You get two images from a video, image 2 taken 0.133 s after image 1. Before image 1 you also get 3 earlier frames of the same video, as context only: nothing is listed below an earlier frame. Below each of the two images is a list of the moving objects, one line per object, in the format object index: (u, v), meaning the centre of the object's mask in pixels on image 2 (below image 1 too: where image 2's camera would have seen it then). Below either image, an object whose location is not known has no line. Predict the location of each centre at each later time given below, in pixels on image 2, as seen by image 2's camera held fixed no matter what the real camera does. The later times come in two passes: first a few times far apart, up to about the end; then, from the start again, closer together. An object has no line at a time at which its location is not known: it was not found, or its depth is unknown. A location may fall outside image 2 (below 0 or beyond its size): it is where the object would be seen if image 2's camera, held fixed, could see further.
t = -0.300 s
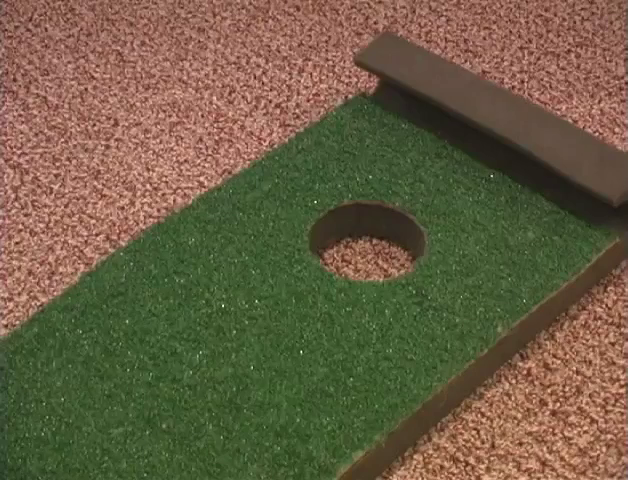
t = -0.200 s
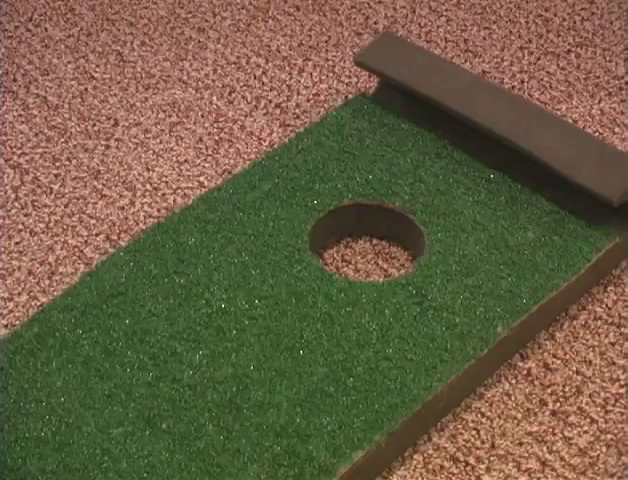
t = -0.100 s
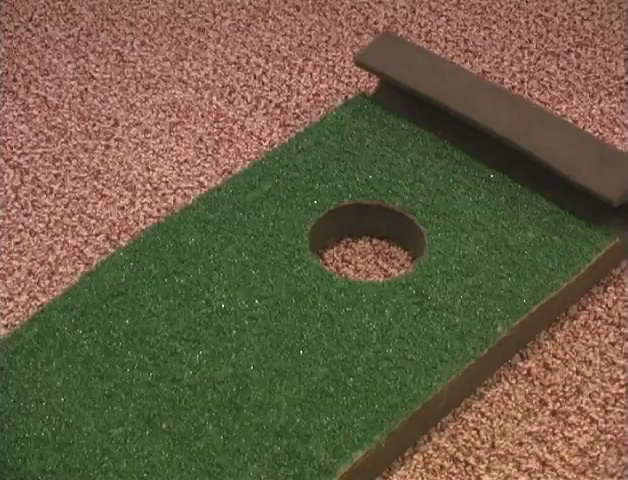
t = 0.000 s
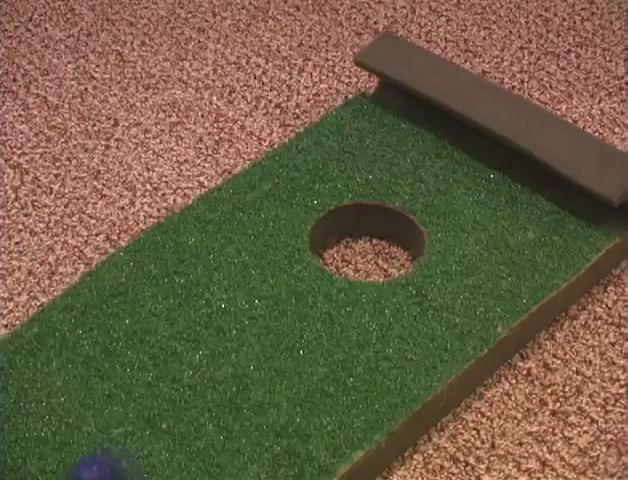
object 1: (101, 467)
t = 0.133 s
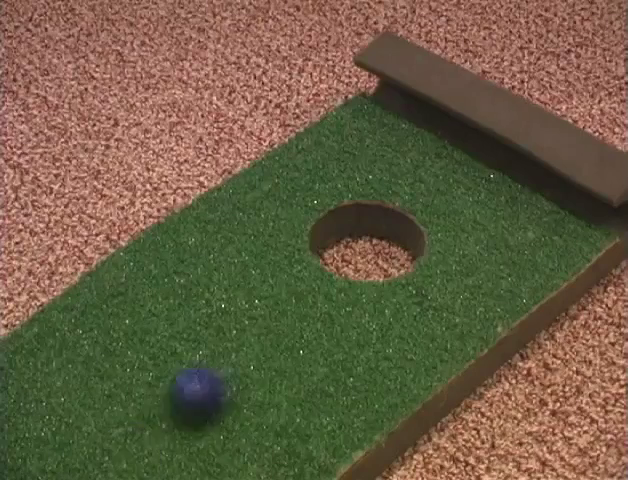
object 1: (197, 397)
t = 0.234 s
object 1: (249, 349)
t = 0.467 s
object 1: (335, 273)
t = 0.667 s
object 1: (391, 248)
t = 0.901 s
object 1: (356, 255)
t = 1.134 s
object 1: (336, 252)
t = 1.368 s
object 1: (337, 252)
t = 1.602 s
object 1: (337, 252)
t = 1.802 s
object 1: (337, 252)
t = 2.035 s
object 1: (337, 252)
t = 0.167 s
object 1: (217, 380)
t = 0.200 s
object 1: (233, 364)
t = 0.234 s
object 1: (249, 349)
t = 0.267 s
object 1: (265, 337)
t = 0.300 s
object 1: (277, 324)
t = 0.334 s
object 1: (291, 312)
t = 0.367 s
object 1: (302, 301)
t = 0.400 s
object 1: (314, 291)
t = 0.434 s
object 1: (326, 281)
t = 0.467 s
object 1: (335, 273)
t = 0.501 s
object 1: (345, 264)
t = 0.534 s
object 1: (356, 256)
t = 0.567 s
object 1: (366, 255)
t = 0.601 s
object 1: (372, 260)
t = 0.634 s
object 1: (382, 261)
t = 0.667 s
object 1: (391, 248)
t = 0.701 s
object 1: (398, 242)
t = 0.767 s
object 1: (385, 252)
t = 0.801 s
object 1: (377, 251)
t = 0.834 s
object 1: (370, 254)
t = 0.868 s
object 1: (363, 254)
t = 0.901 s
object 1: (356, 255)
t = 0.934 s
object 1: (350, 254)
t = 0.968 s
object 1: (344, 253)
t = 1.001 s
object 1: (341, 253)
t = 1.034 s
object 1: (336, 252)
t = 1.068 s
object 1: (335, 252)
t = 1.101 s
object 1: (335, 252)
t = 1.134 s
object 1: (336, 252)
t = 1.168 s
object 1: (337, 252)
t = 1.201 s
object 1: (338, 252)
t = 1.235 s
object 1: (339, 253)
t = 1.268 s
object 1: (338, 252)
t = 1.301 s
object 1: (338, 253)
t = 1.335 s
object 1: (338, 253)
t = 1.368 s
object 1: (337, 252)
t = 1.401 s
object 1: (337, 252)
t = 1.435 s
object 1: (337, 252)
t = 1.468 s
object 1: (337, 252)
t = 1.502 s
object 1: (337, 252)
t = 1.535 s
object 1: (337, 252)
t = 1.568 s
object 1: (337, 252)
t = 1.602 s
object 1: (337, 252)
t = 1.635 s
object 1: (337, 253)
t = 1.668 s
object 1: (337, 252)
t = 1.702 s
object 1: (337, 253)
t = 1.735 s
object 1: (337, 252)
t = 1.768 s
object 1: (337, 253)
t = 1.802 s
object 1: (337, 252)
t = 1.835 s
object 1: (337, 252)
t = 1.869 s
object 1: (337, 252)
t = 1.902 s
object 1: (337, 252)
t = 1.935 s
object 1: (337, 252)
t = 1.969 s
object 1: (337, 252)
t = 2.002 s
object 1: (337, 252)
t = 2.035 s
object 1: (337, 252)
